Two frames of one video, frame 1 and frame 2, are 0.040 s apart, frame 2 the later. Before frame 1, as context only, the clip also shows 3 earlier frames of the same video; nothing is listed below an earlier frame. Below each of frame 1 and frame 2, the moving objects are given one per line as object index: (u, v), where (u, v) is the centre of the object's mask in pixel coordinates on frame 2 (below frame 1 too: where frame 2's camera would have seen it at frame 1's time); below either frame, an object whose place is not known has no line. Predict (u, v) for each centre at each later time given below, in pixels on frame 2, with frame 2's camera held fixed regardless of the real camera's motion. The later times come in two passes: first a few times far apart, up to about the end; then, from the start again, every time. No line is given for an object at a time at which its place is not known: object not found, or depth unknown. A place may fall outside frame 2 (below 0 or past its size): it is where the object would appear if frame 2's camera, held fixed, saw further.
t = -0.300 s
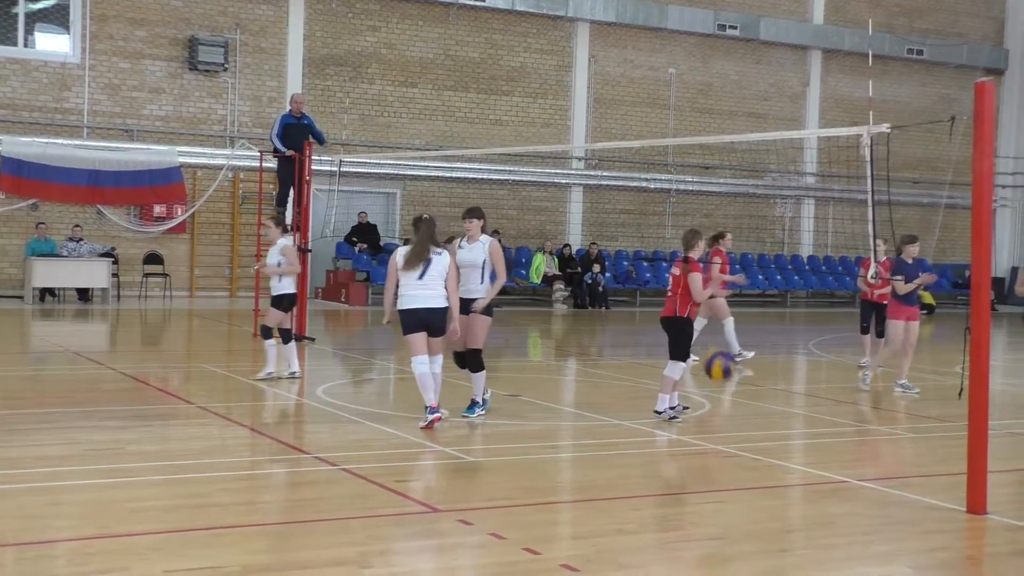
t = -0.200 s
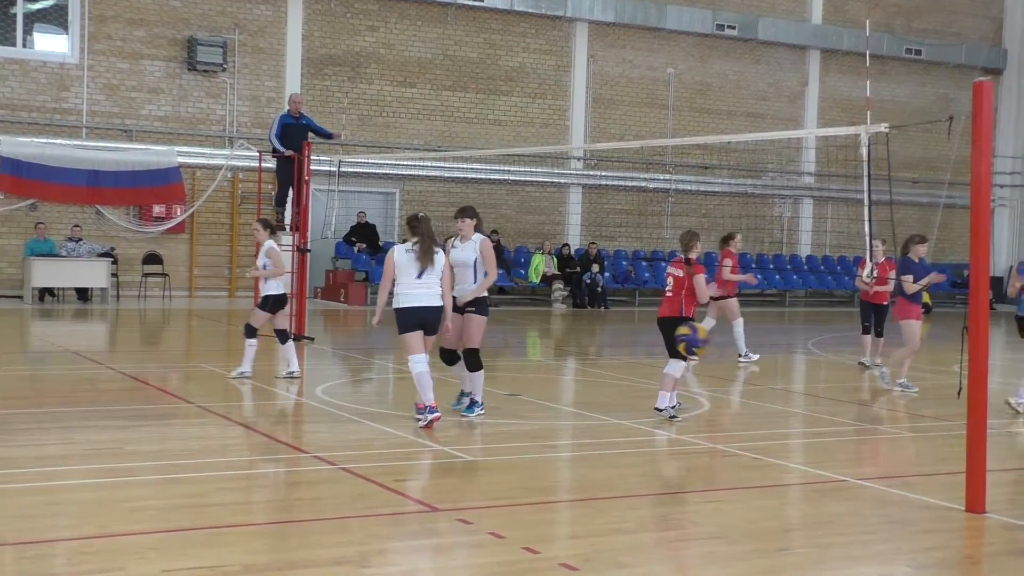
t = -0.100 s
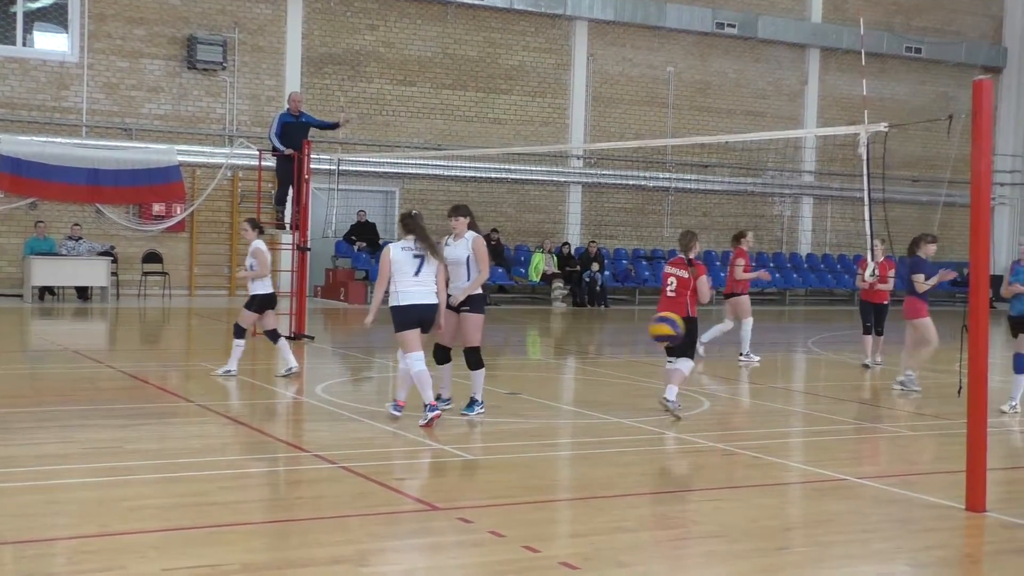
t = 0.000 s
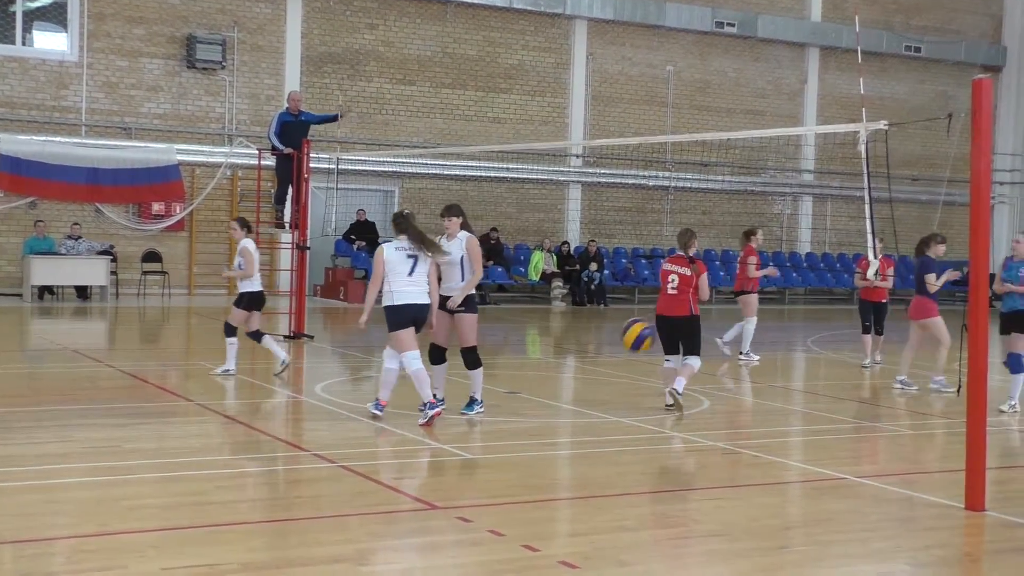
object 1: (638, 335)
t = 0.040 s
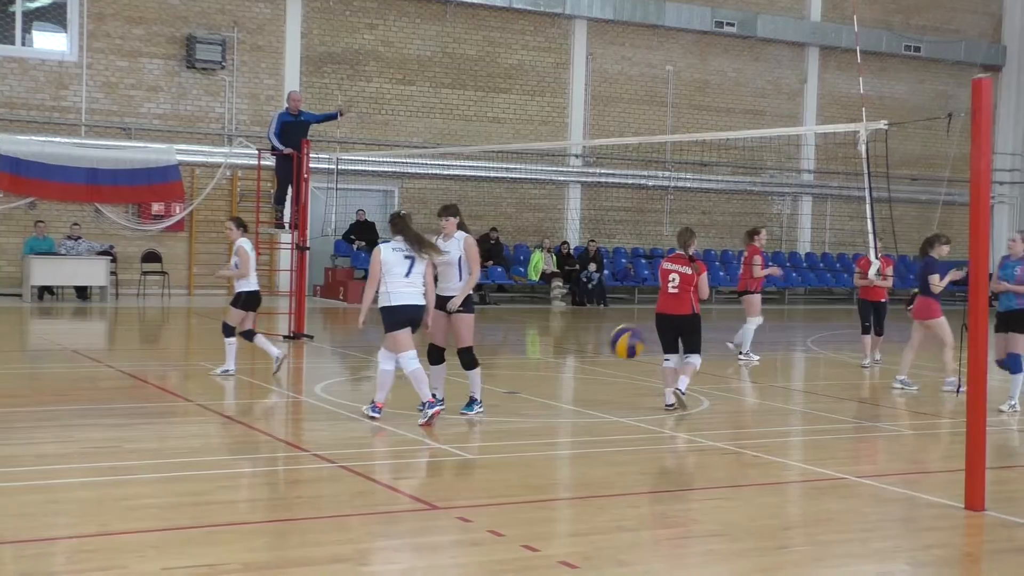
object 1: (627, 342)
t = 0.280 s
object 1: (555, 445)
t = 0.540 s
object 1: (483, 396)
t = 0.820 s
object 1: (404, 394)
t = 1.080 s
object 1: (322, 470)
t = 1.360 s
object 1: (239, 414)
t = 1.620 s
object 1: (151, 491)
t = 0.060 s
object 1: (620, 347)
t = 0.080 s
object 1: (615, 353)
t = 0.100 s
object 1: (610, 359)
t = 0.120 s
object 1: (604, 365)
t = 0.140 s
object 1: (597, 373)
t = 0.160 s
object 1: (592, 380)
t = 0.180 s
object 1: (585, 387)
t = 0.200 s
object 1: (579, 399)
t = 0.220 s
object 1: (573, 407)
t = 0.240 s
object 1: (567, 420)
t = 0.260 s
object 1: (561, 431)
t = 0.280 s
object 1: (555, 445)
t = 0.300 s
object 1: (549, 456)
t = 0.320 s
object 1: (543, 470)
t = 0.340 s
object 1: (537, 476)
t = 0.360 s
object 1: (532, 465)
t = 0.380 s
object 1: (527, 455)
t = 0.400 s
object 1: (522, 446)
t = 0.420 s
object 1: (517, 438)
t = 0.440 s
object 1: (511, 429)
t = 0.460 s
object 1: (507, 421)
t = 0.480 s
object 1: (501, 413)
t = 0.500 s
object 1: (496, 407)
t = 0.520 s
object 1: (489, 401)
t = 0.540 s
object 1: (483, 396)
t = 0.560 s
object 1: (479, 391)
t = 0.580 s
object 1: (473, 388)
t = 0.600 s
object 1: (468, 385)
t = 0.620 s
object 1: (463, 381)
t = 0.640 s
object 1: (457, 380)
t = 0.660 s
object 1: (451, 380)
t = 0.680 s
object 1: (445, 379)
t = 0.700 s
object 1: (440, 379)
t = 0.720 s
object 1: (435, 379)
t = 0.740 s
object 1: (428, 380)
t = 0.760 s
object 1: (422, 383)
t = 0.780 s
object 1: (417, 386)
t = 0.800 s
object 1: (412, 390)
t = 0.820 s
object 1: (404, 394)
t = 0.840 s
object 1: (399, 397)
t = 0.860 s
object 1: (390, 403)
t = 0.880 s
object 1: (385, 409)
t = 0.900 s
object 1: (379, 417)
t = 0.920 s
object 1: (373, 426)
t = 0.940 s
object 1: (366, 435)
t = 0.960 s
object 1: (360, 444)
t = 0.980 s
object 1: (354, 455)
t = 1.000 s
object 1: (349, 464)
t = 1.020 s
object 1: (341, 477)
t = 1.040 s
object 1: (335, 486)
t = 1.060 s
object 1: (329, 479)
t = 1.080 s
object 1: (322, 470)
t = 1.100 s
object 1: (316, 463)
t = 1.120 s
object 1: (312, 455)
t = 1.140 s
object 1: (307, 448)
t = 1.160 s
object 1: (301, 442)
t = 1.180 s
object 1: (294, 434)
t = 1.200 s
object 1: (289, 429)
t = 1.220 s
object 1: (283, 425)
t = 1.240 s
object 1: (277, 422)
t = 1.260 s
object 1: (270, 419)
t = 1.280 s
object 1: (263, 417)
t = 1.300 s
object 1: (257, 416)
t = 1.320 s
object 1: (250, 415)
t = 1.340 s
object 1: (245, 414)
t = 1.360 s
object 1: (239, 414)
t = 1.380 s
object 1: (233, 416)
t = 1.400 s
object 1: (225, 418)
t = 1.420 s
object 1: (219, 422)
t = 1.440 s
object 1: (212, 426)
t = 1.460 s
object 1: (206, 430)
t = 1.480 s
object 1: (199, 434)
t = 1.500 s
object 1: (193, 440)
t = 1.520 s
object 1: (185, 447)
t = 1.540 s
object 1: (180, 453)
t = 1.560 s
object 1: (173, 461)
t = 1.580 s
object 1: (165, 470)
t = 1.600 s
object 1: (158, 480)
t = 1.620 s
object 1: (151, 491)
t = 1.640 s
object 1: (143, 496)
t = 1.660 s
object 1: (136, 488)
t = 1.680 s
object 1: (130, 480)
